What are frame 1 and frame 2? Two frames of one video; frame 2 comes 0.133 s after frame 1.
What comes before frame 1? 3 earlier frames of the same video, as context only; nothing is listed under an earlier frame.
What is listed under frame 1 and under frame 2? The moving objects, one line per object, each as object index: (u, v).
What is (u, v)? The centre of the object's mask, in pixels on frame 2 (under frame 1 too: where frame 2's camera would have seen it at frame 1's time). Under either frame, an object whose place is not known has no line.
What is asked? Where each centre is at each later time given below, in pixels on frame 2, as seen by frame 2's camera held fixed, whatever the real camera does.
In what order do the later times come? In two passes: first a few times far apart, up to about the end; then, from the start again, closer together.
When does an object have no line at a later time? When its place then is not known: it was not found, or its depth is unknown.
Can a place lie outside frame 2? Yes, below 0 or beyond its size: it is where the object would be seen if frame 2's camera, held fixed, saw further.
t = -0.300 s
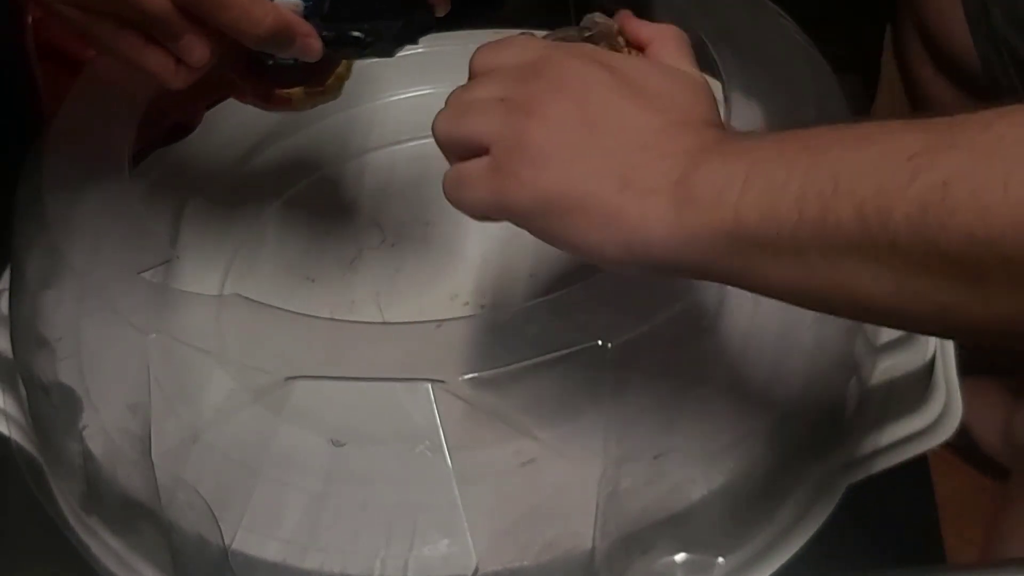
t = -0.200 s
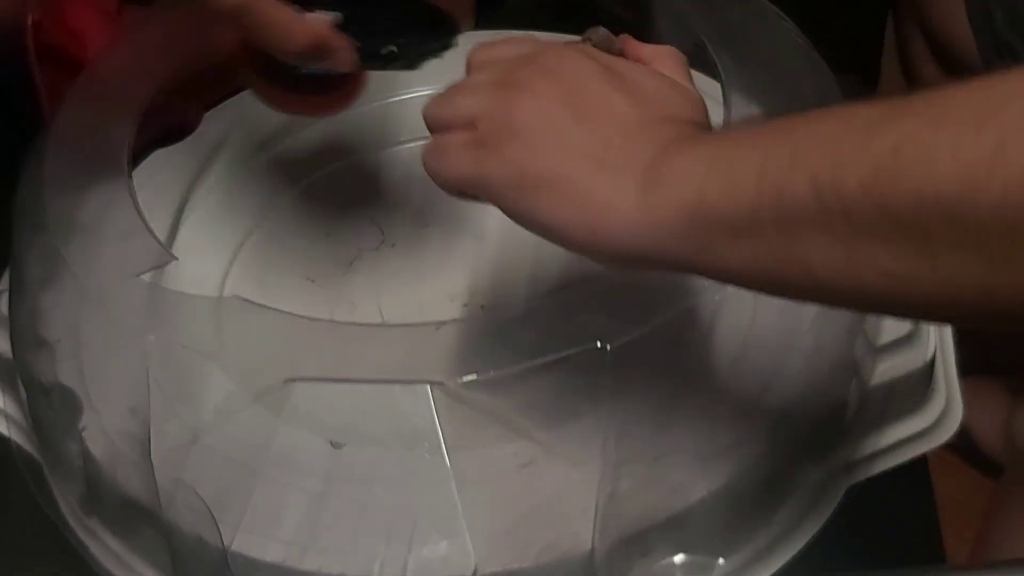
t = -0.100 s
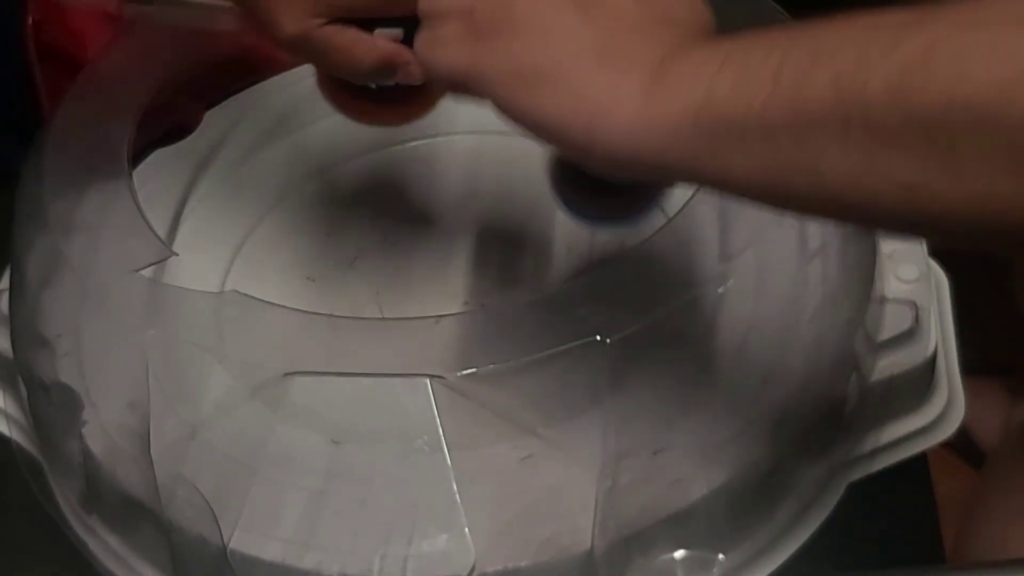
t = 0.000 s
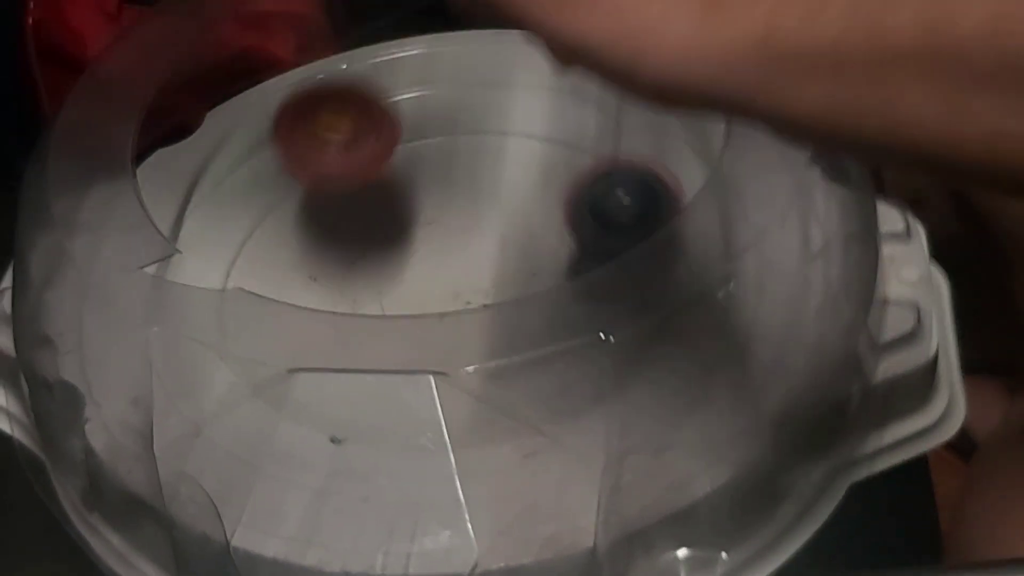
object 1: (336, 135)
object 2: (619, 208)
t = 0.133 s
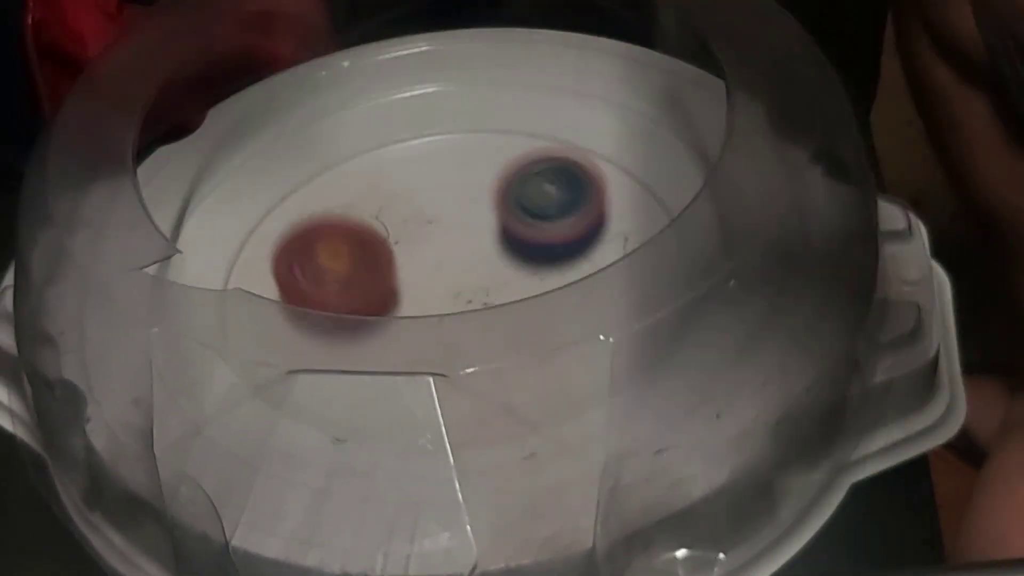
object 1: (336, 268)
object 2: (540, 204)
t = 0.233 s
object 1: (427, 324)
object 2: (473, 204)
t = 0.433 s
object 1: (632, 222)
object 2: (394, 262)
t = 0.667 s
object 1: (581, 123)
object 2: (525, 320)
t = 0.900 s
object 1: (306, 169)
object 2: (627, 215)
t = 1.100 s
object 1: (319, 400)
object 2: (488, 176)
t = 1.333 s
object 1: (809, 282)
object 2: (340, 325)
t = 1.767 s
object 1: (181, 141)
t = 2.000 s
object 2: (447, 167)
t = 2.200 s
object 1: (573, 387)
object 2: (279, 291)
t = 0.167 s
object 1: (356, 299)
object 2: (518, 204)
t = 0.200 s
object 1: (388, 314)
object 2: (496, 203)
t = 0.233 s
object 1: (427, 324)
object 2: (473, 204)
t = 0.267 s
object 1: (476, 332)
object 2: (451, 206)
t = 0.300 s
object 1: (521, 331)
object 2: (431, 211)
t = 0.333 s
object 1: (567, 323)
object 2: (415, 221)
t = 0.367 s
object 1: (613, 304)
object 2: (403, 232)
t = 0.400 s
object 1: (616, 242)
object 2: (396, 247)
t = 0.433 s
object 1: (632, 222)
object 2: (394, 262)
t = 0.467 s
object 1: (644, 210)
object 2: (401, 274)
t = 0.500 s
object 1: (651, 192)
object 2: (415, 285)
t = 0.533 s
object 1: (651, 176)
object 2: (428, 311)
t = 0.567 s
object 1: (650, 168)
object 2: (449, 320)
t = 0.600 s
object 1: (622, 146)
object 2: (487, 332)
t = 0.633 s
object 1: (609, 136)
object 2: (500, 331)
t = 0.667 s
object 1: (581, 123)
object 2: (525, 320)
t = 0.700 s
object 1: (548, 117)
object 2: (556, 313)
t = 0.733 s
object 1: (511, 111)
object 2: (586, 305)
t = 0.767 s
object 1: (473, 112)
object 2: (616, 302)
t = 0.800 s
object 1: (430, 117)
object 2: (631, 280)
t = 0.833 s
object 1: (388, 128)
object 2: (638, 243)
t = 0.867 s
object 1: (345, 144)
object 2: (629, 224)
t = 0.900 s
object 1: (306, 169)
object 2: (627, 215)
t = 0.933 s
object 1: (271, 200)
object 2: (615, 206)
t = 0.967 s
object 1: (243, 236)
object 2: (597, 195)
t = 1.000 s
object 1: (233, 280)
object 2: (575, 186)
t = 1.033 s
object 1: (236, 326)
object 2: (549, 172)
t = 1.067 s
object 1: (266, 369)
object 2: (520, 172)
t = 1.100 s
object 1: (319, 400)
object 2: (488, 176)
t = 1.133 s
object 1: (393, 418)
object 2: (456, 187)
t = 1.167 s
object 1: (471, 420)
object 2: (424, 202)
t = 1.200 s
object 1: (561, 409)
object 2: (395, 222)
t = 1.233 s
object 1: (640, 390)
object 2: (370, 255)
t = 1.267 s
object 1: (714, 361)
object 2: (354, 273)
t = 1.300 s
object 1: (785, 326)
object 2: (351, 290)
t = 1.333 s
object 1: (809, 282)
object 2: (340, 325)
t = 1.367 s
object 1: (808, 234)
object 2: (348, 354)
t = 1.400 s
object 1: (797, 188)
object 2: (361, 374)
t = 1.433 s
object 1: (765, 143)
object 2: (381, 385)
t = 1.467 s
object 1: (706, 103)
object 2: (404, 401)
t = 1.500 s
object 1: (678, 69)
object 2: (438, 405)
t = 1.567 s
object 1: (538, 88)
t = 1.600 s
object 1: (468, 92)
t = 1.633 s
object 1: (399, 93)
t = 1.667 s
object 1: (335, 94)
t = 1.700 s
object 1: (273, 102)
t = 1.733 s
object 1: (212, 112)
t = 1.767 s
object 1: (181, 141)
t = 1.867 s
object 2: (580, 175)
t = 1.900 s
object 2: (554, 164)
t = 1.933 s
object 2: (524, 159)
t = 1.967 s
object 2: (486, 164)
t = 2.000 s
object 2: (447, 167)
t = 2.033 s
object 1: (193, 432)
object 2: (408, 176)
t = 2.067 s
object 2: (370, 192)
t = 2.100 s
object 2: (338, 214)
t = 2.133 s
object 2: (309, 238)
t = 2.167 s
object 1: (494, 413)
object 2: (292, 264)
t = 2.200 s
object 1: (573, 387)
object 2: (279, 291)
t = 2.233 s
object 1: (639, 352)
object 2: (284, 323)
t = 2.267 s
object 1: (699, 314)
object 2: (295, 338)
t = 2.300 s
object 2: (322, 370)
